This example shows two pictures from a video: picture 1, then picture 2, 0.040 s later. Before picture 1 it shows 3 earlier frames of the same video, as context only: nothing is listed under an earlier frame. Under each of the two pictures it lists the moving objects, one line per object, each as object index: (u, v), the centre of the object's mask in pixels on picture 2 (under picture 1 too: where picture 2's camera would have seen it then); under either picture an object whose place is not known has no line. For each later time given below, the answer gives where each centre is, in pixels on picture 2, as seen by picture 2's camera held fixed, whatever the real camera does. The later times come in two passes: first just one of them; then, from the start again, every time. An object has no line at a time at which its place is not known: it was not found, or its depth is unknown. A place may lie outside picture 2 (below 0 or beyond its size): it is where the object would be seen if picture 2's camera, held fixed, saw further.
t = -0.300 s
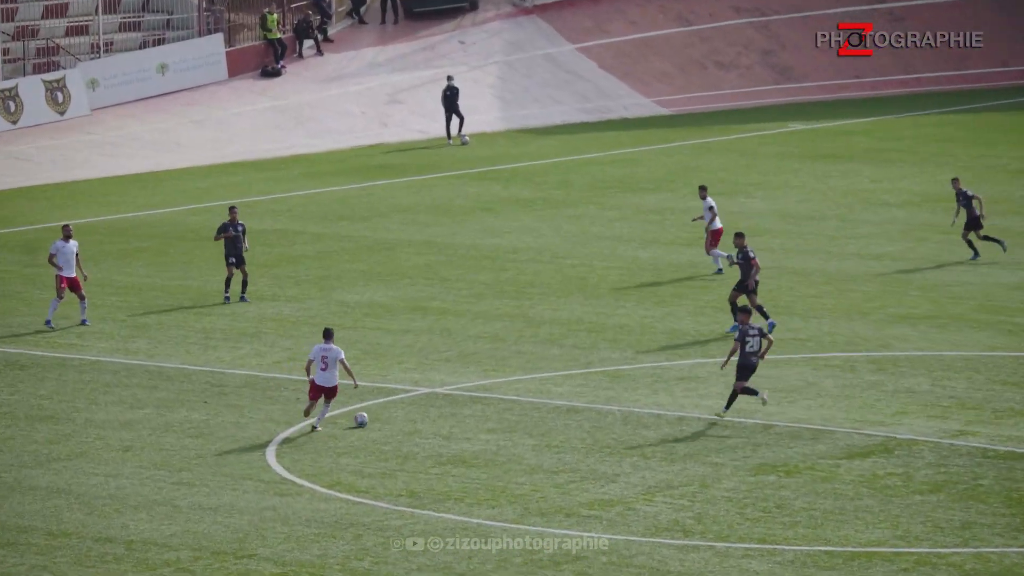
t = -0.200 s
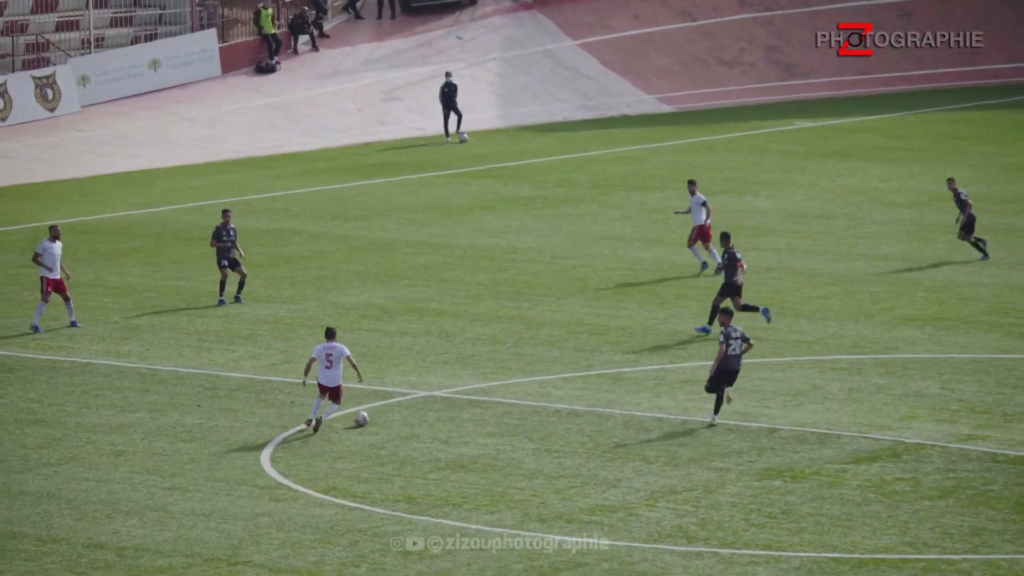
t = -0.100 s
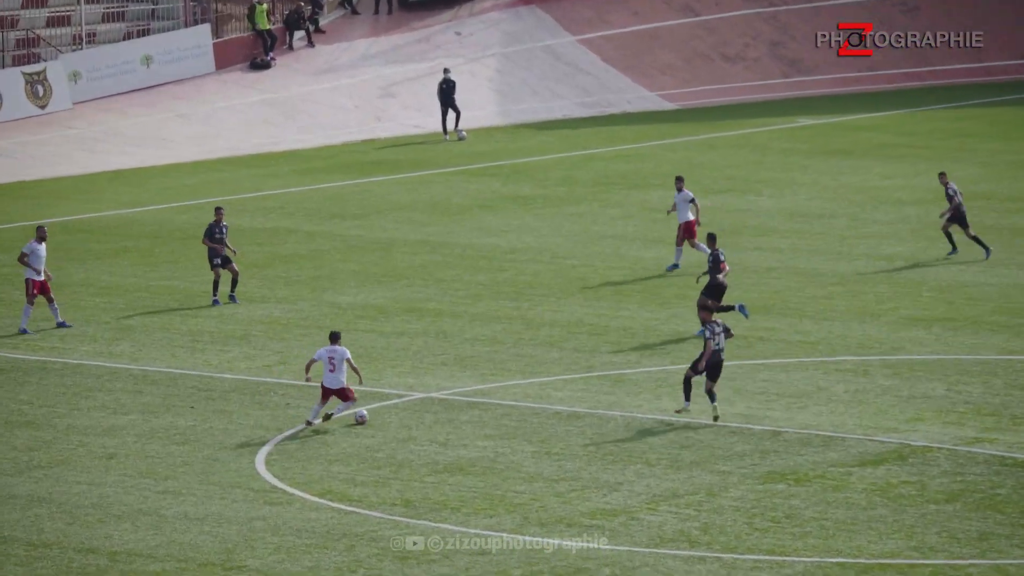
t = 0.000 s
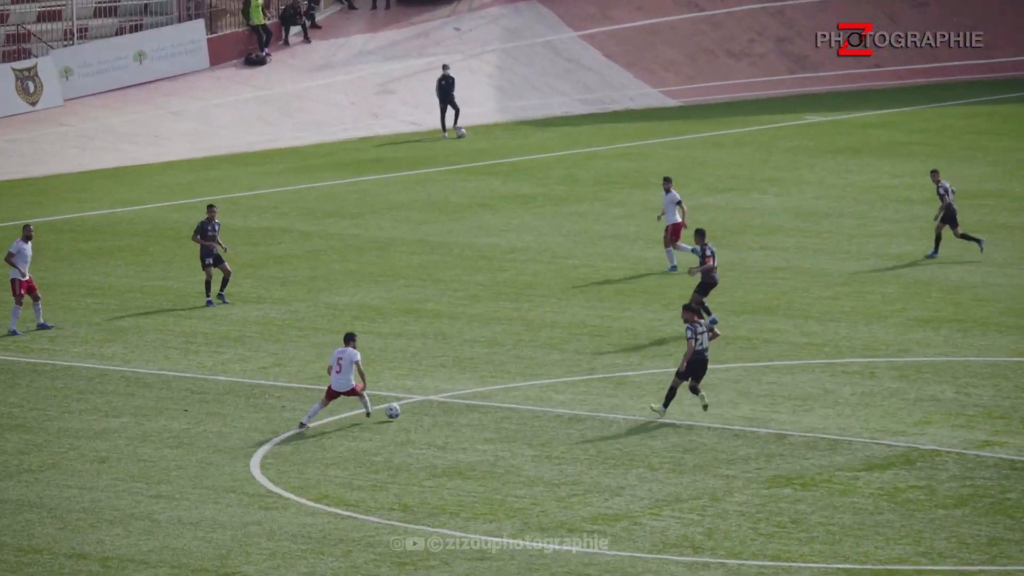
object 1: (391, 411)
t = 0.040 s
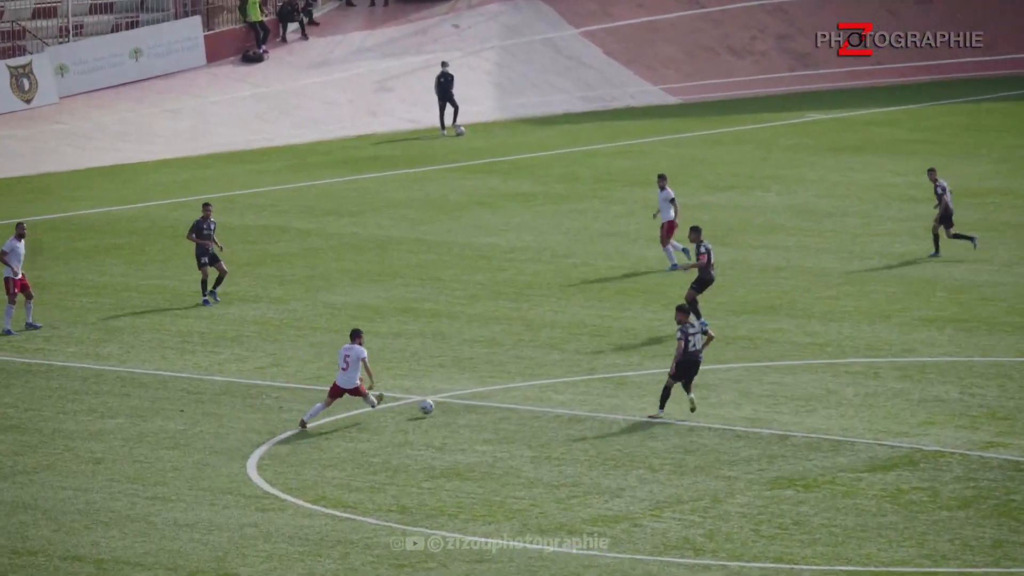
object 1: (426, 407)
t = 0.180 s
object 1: (546, 397)
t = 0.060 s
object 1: (443, 404)
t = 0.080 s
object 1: (461, 403)
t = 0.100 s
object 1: (479, 401)
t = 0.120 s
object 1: (496, 400)
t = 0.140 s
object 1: (513, 399)
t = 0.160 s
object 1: (530, 399)
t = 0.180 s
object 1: (546, 397)
